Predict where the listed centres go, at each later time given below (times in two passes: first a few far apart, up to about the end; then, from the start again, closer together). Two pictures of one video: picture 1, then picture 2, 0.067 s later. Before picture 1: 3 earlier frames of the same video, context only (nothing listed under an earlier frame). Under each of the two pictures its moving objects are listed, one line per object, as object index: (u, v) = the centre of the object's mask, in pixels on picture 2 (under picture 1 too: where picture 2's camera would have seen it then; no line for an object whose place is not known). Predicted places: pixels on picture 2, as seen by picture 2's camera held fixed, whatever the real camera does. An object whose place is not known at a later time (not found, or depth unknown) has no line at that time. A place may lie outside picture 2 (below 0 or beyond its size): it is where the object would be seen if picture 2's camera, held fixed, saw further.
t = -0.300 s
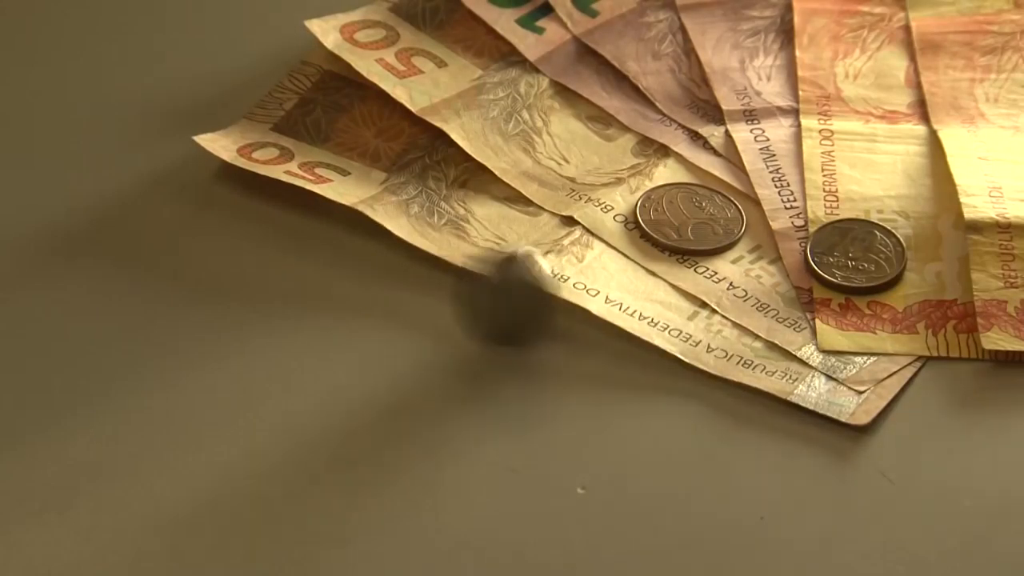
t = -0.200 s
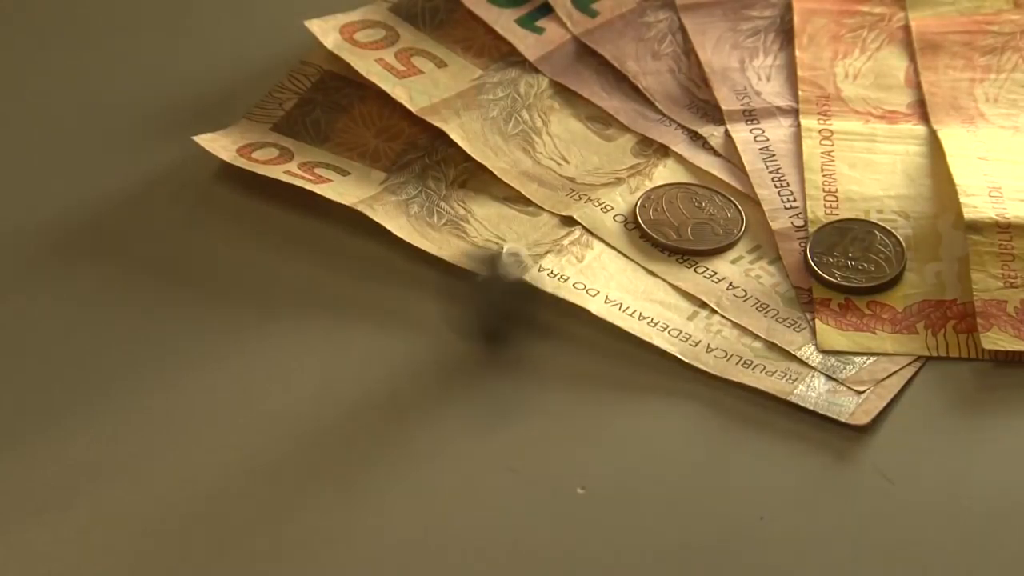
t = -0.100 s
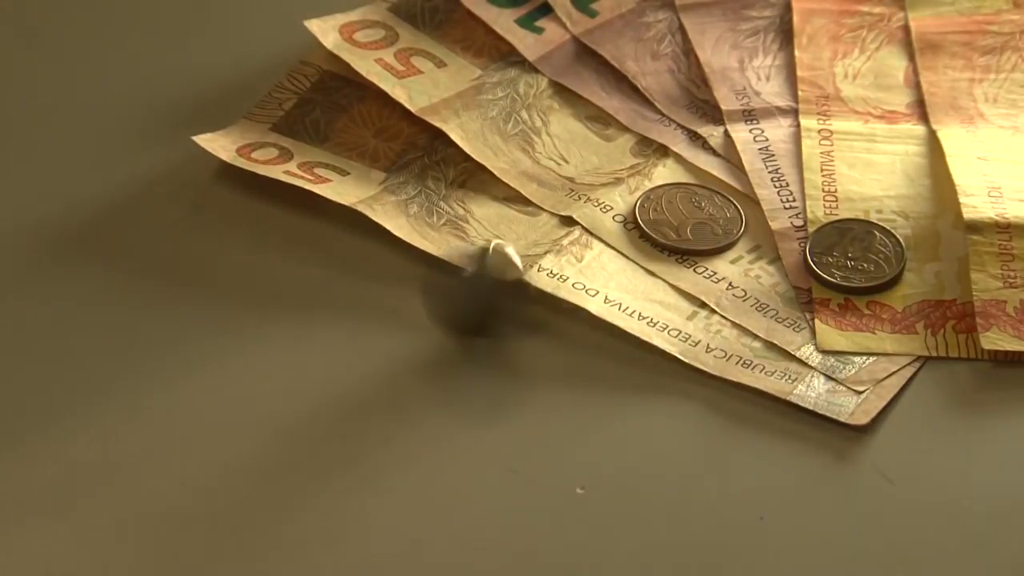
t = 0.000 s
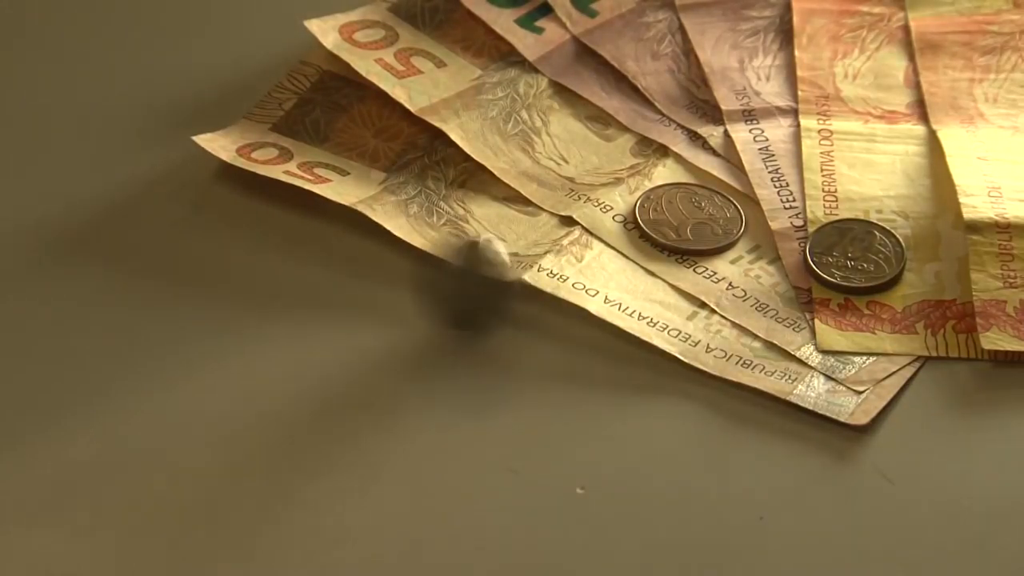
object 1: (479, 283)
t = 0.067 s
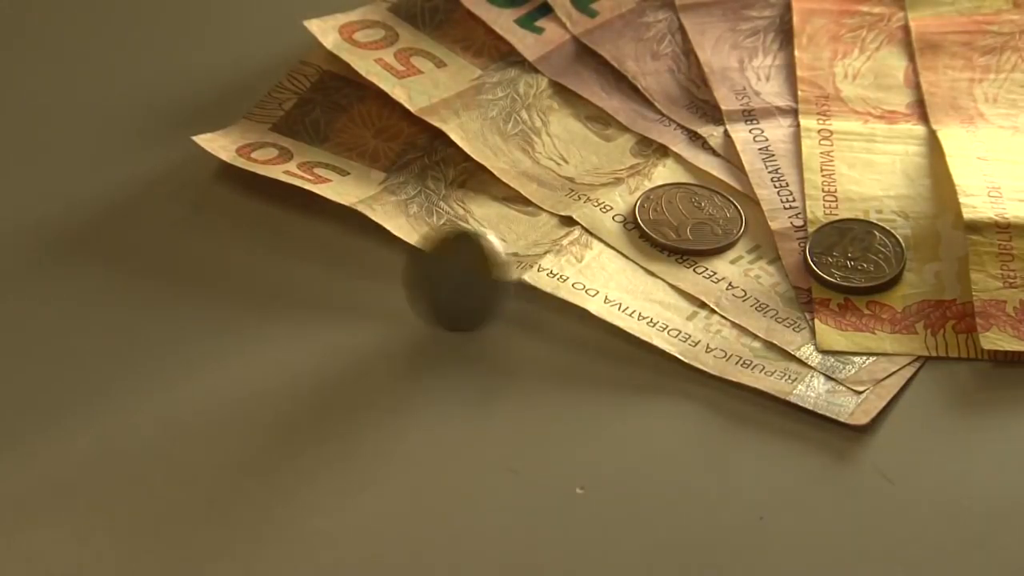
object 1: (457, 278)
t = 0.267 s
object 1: (441, 258)
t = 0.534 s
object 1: (384, 250)
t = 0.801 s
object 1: (327, 239)
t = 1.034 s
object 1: (305, 221)
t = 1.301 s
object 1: (250, 241)
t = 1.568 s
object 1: (261, 238)
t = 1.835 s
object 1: (250, 247)
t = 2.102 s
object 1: (259, 238)
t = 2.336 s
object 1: (247, 243)
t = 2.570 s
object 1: (255, 246)
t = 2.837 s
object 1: (250, 245)
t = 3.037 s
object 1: (252, 249)
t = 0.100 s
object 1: (463, 273)
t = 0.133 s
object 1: (459, 268)
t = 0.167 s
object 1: (460, 265)
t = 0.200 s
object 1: (461, 262)
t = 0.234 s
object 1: (440, 264)
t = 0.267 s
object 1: (441, 258)
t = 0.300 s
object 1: (424, 264)
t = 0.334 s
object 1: (425, 261)
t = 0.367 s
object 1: (409, 262)
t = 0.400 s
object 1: (415, 258)
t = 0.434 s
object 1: (398, 260)
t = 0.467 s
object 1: (394, 258)
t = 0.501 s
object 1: (401, 256)
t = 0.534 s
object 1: (384, 250)
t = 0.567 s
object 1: (385, 252)
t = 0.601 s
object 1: (373, 249)
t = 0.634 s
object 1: (372, 243)
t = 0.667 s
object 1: (371, 244)
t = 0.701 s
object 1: (354, 239)
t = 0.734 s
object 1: (349, 238)
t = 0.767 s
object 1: (347, 238)
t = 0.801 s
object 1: (327, 239)
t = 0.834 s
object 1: (319, 238)
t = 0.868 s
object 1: (315, 235)
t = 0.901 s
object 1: (318, 249)
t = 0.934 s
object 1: (306, 230)
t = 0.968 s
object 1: (300, 229)
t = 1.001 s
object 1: (299, 227)
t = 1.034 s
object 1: (305, 221)
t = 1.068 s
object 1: (293, 230)
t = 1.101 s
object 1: (290, 252)
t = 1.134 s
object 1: (276, 257)
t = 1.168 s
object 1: (280, 256)
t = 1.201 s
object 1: (275, 238)
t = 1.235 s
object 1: (259, 245)
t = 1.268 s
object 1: (252, 254)
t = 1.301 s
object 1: (250, 241)
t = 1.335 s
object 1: (248, 233)
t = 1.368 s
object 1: (249, 235)
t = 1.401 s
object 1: (248, 241)
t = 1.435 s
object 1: (248, 241)
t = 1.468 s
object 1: (253, 228)
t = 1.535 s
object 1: (261, 238)
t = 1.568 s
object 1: (261, 238)
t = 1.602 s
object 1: (265, 237)
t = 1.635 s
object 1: (269, 245)
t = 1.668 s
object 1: (267, 248)
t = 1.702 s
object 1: (266, 250)
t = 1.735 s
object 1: (265, 251)
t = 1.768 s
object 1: (258, 249)
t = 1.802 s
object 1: (251, 251)
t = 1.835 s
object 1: (250, 247)
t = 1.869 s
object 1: (249, 239)
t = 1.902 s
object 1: (247, 238)
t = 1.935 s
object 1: (249, 242)
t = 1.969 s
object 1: (251, 234)
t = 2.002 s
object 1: (252, 234)
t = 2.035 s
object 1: (256, 236)
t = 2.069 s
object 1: (257, 238)
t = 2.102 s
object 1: (259, 238)
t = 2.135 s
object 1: (261, 245)
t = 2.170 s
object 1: (261, 250)
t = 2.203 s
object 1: (256, 250)
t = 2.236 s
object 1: (251, 249)
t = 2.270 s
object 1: (249, 248)
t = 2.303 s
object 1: (248, 244)
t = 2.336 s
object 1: (247, 243)
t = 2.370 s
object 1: (248, 244)
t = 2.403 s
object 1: (249, 238)
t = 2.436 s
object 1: (252, 239)
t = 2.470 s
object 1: (254, 240)
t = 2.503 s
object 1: (256, 241)
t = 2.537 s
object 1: (256, 248)
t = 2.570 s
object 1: (255, 246)
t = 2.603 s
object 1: (256, 248)
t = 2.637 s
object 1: (251, 249)
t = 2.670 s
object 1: (251, 250)
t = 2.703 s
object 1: (248, 246)
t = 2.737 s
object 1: (247, 246)
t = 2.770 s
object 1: (248, 245)
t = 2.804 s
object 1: (249, 241)
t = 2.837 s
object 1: (250, 245)
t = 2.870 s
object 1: (251, 241)
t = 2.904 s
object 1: (254, 243)
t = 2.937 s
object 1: (253, 246)
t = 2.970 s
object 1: (254, 248)
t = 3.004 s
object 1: (251, 248)
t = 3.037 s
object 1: (252, 249)
